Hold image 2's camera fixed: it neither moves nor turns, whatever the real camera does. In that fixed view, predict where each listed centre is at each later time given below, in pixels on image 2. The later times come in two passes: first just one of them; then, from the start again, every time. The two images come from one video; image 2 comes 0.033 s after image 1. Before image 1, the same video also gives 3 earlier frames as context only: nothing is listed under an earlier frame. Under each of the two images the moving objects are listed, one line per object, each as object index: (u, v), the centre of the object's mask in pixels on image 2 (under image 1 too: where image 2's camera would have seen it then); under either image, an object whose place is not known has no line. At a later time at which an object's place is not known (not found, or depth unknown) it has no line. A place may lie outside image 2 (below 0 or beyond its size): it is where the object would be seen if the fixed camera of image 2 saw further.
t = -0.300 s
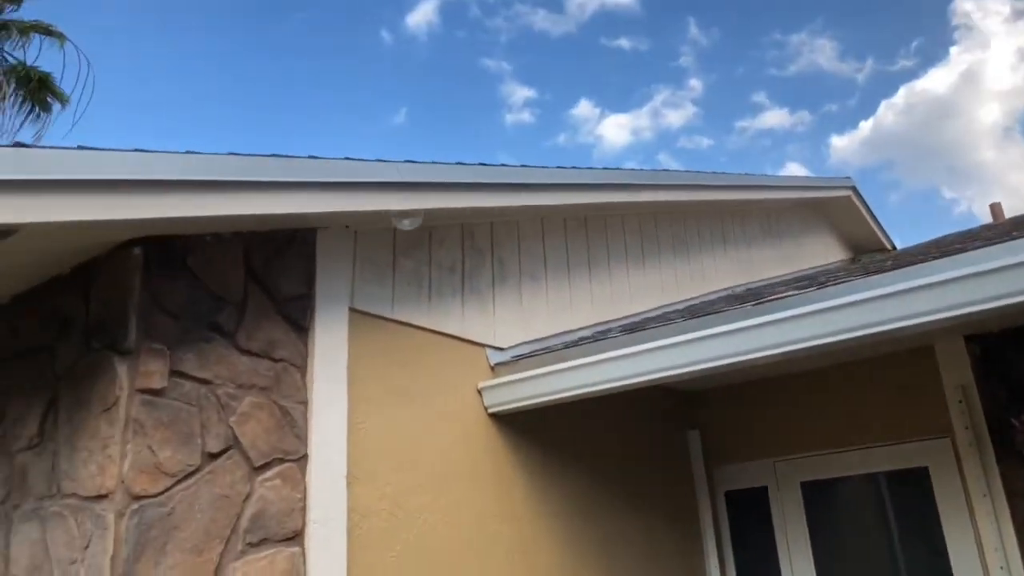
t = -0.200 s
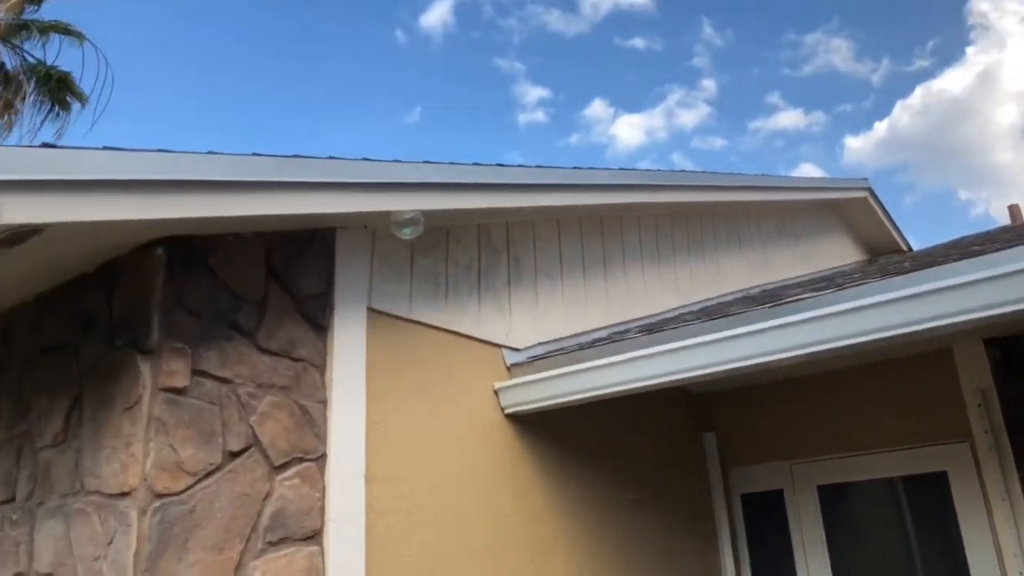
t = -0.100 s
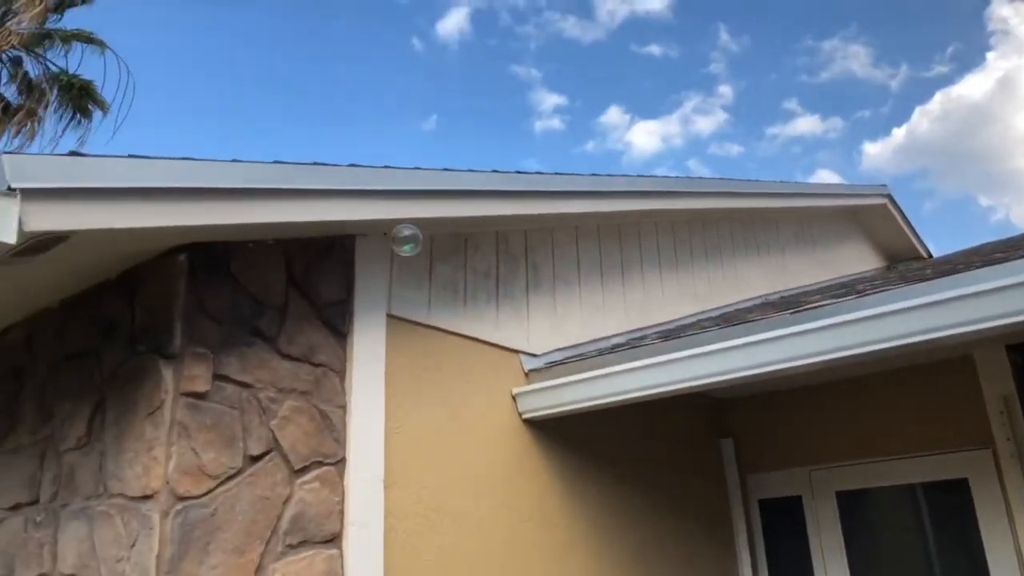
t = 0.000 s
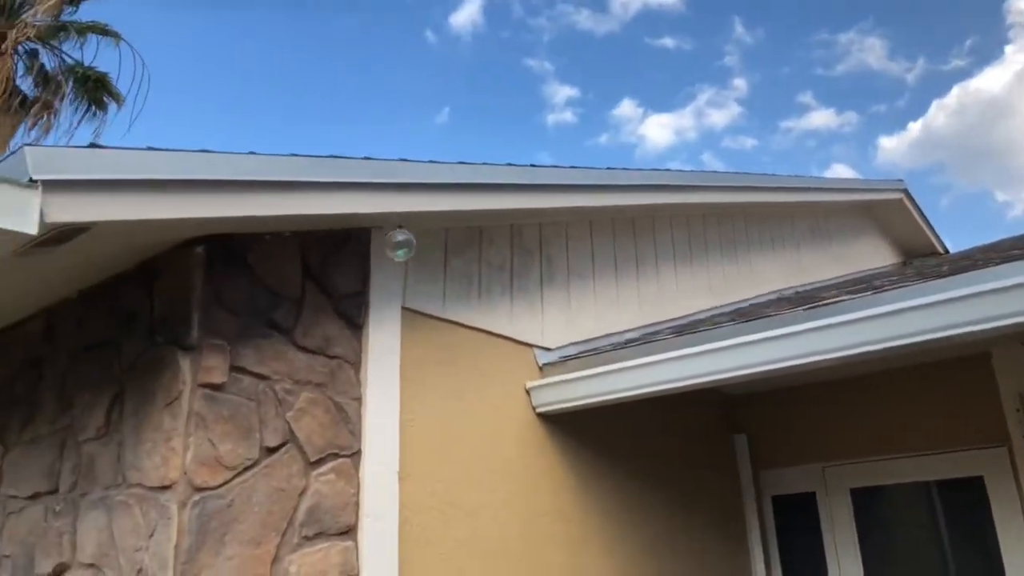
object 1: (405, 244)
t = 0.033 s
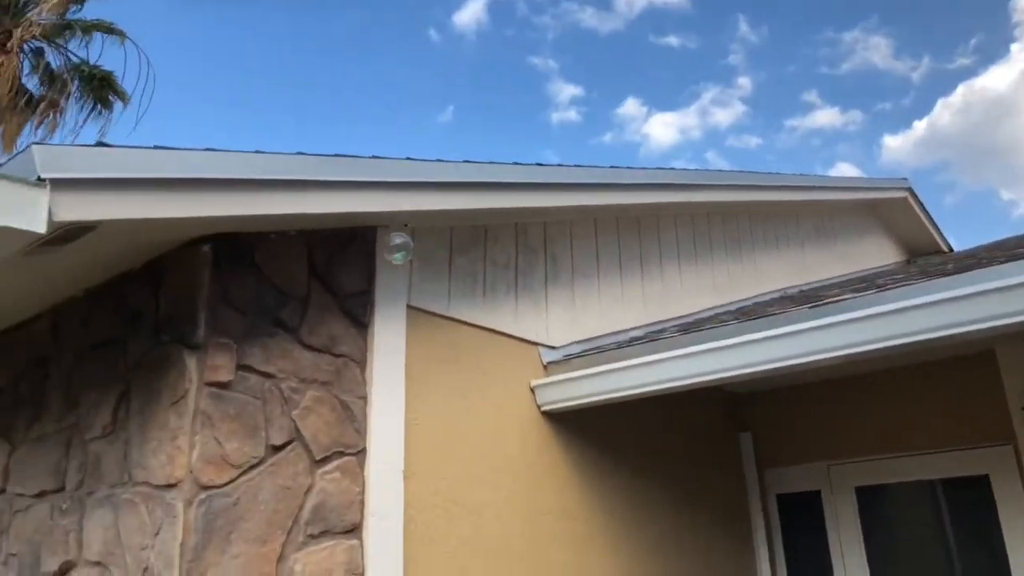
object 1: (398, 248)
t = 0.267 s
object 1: (343, 282)
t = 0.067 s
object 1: (389, 252)
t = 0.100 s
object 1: (381, 256)
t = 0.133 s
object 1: (373, 262)
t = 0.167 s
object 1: (364, 267)
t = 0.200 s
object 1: (359, 272)
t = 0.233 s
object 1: (351, 277)
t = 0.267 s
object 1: (343, 282)
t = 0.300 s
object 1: (337, 287)
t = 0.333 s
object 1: (328, 292)
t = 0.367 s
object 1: (321, 298)
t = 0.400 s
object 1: (315, 303)
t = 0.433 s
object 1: (307, 309)
